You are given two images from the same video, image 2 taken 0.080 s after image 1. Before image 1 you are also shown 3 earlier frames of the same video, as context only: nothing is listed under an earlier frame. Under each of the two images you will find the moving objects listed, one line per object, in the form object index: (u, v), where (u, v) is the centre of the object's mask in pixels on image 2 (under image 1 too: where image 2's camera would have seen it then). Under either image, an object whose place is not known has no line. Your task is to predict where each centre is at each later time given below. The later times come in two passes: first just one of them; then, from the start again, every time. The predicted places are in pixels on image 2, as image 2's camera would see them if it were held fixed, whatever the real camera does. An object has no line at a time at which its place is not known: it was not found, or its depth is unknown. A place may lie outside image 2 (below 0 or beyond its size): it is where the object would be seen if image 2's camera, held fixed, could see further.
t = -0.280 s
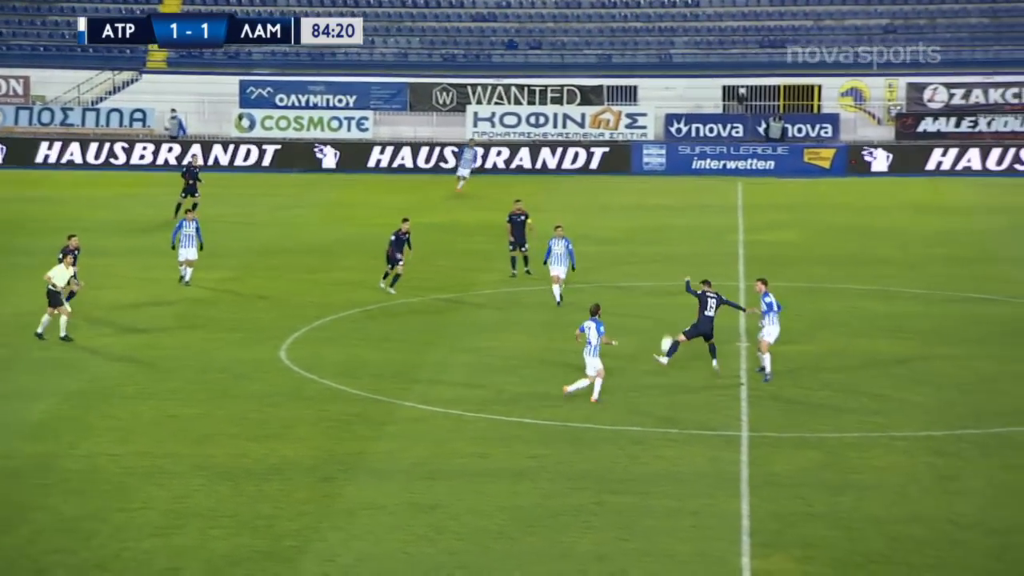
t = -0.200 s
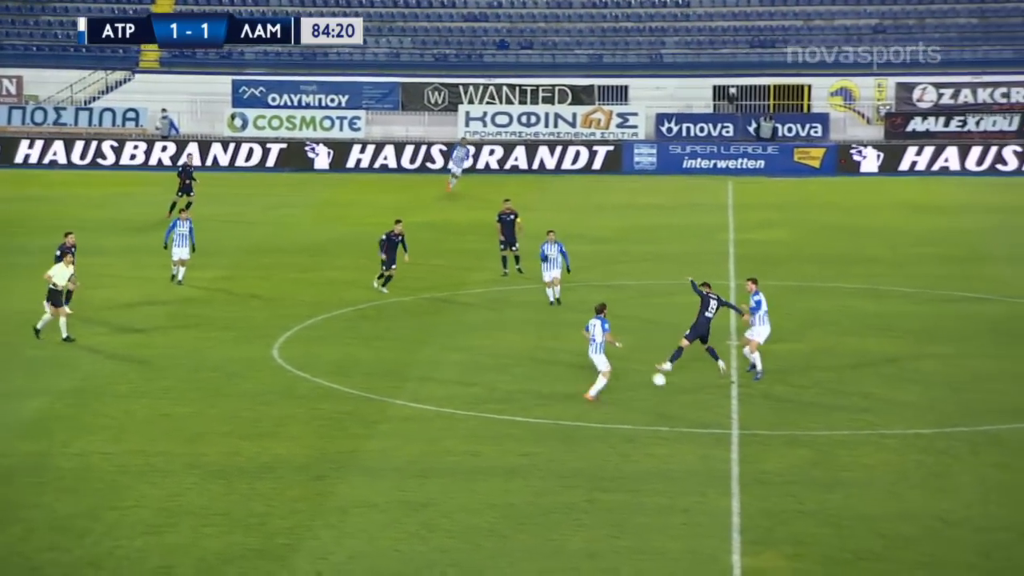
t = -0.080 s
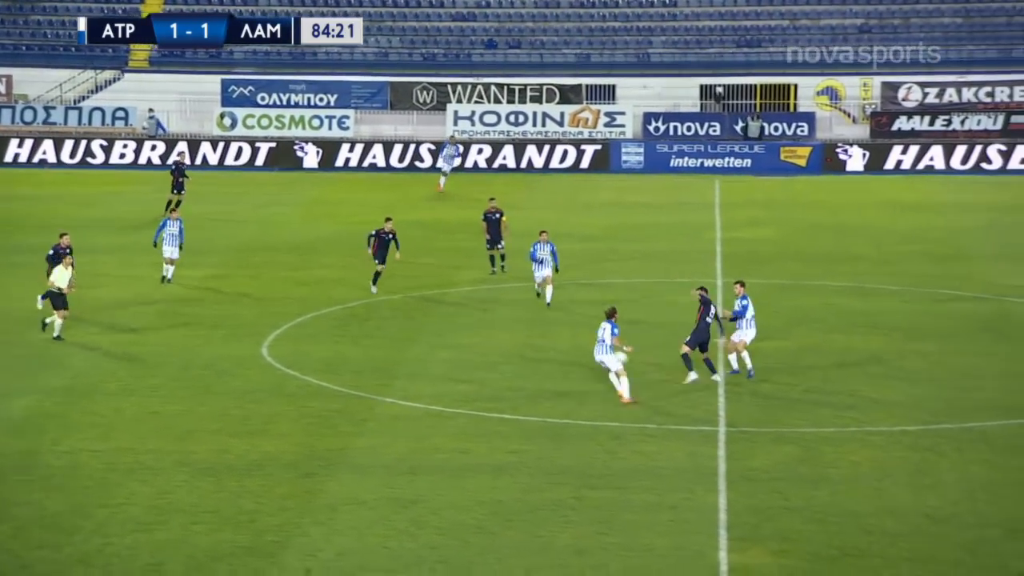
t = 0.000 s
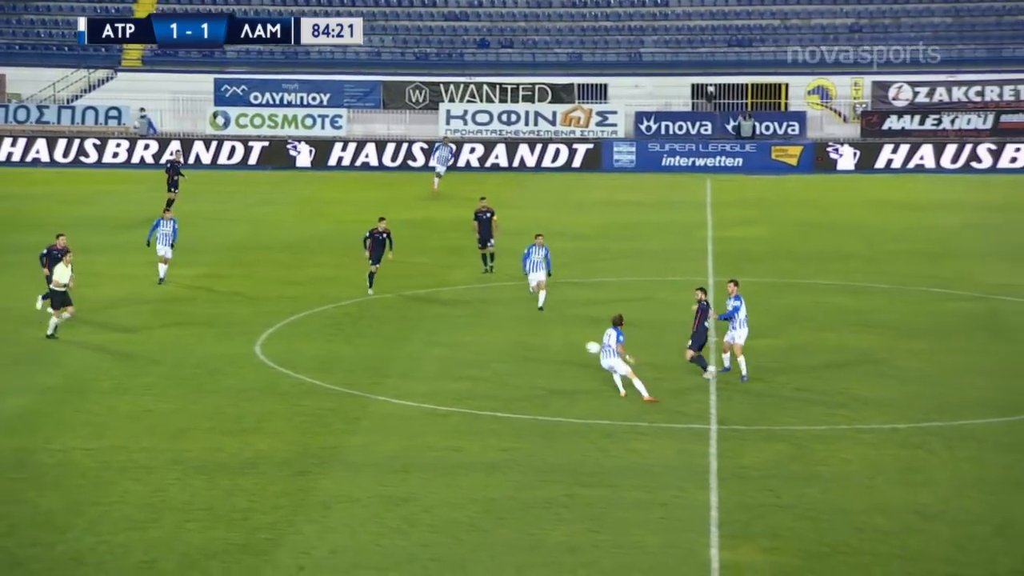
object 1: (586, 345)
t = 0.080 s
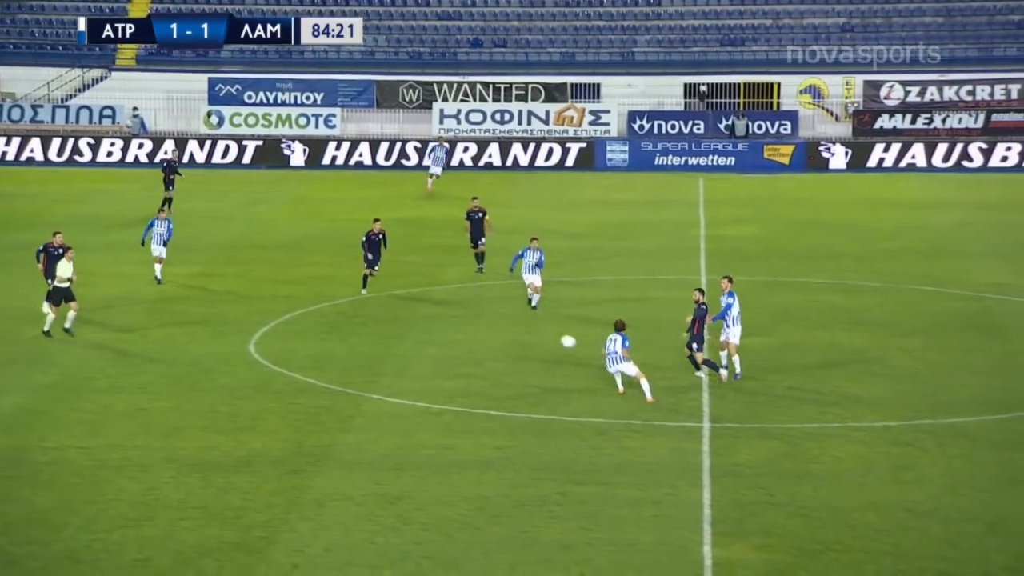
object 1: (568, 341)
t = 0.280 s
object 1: (522, 345)
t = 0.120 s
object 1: (559, 340)
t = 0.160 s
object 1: (550, 340)
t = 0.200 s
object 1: (540, 341)
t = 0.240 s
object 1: (531, 343)
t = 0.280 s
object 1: (522, 345)
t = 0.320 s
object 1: (512, 349)
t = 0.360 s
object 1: (503, 353)
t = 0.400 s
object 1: (494, 358)
